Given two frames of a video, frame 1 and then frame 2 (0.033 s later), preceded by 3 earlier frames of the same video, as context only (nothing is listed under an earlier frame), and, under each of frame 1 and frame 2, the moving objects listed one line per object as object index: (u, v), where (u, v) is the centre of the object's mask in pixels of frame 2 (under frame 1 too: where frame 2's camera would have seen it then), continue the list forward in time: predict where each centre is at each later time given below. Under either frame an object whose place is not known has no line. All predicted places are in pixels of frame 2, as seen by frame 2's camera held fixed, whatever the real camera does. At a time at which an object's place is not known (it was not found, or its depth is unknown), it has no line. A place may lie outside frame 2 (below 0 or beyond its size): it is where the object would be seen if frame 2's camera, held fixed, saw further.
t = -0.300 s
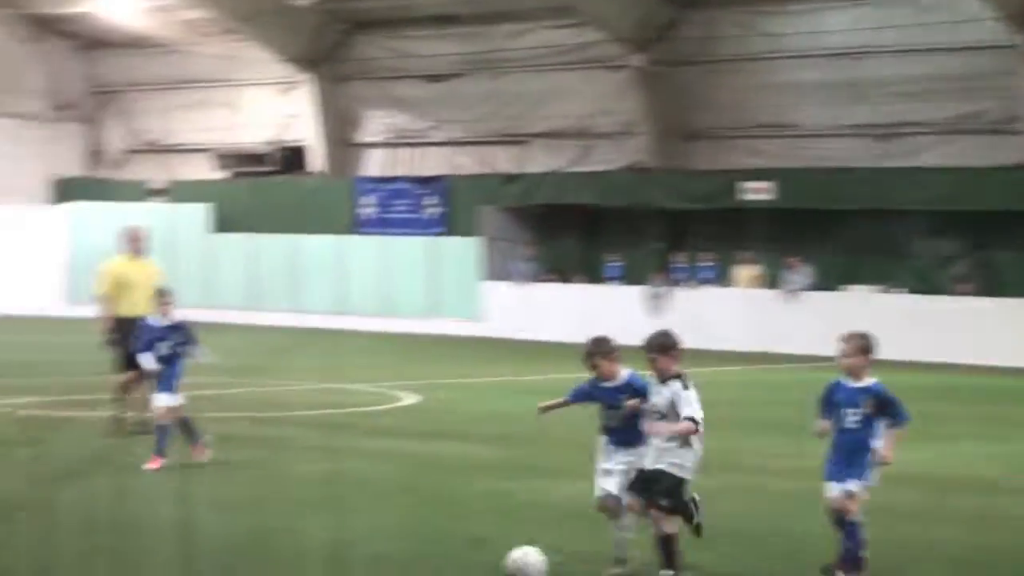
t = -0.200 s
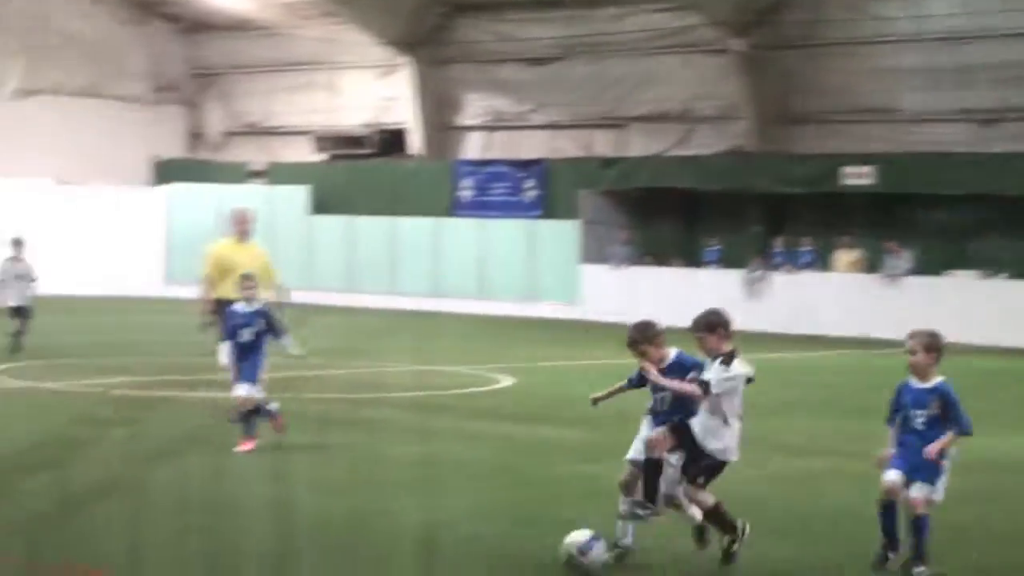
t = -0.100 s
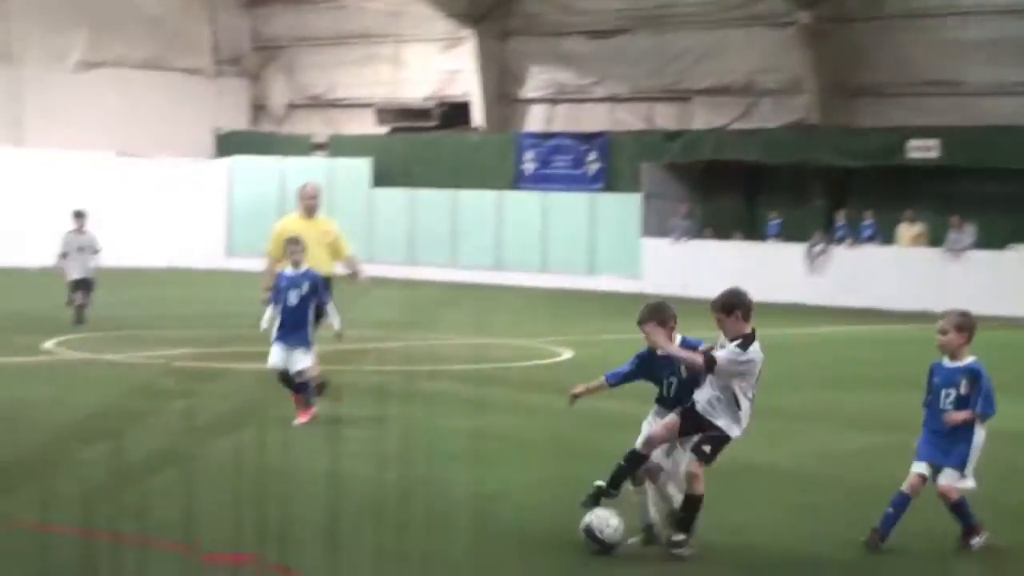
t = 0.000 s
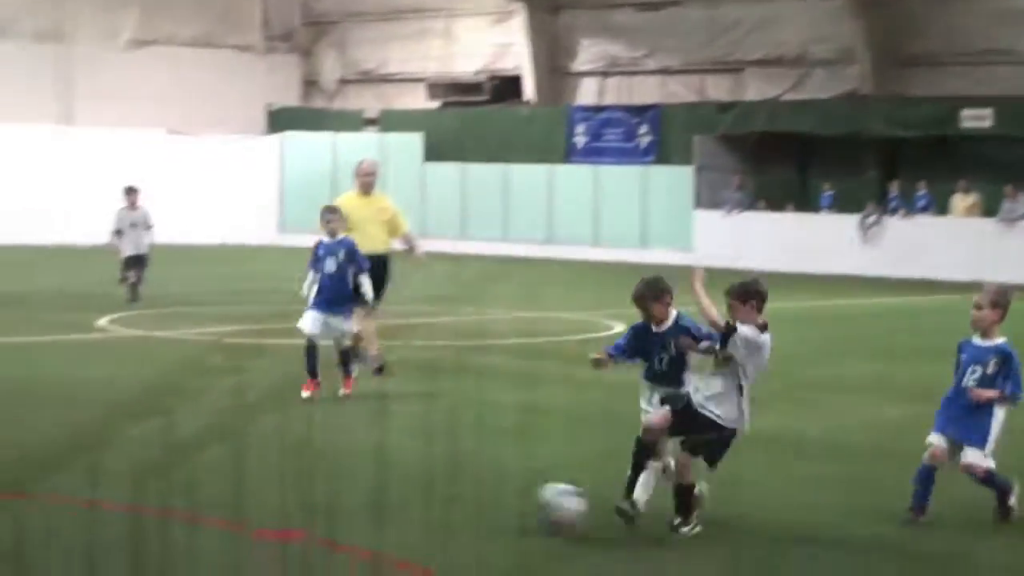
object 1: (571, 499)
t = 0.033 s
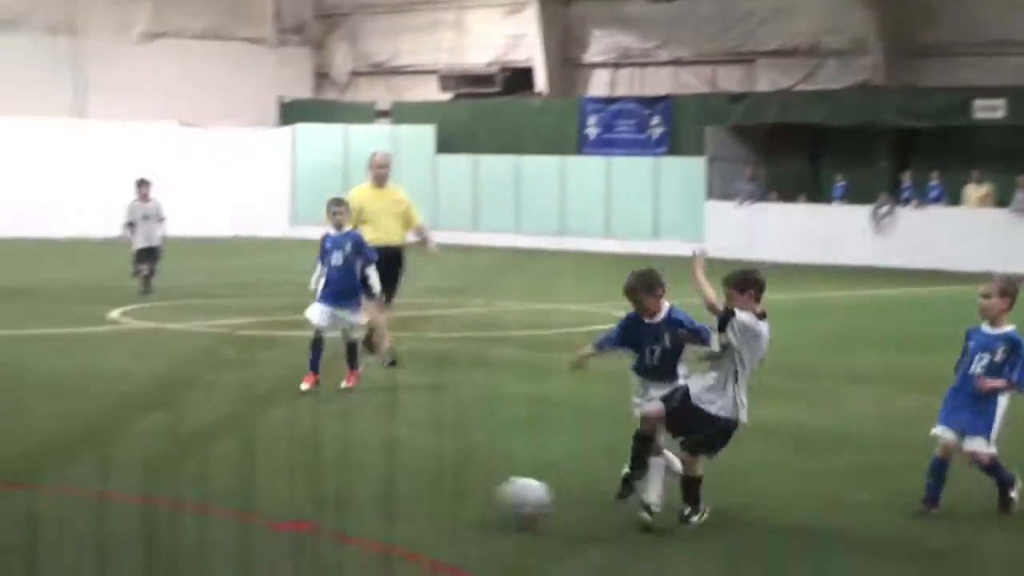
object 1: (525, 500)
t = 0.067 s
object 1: (476, 508)
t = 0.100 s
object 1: (427, 513)
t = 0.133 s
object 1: (385, 518)
